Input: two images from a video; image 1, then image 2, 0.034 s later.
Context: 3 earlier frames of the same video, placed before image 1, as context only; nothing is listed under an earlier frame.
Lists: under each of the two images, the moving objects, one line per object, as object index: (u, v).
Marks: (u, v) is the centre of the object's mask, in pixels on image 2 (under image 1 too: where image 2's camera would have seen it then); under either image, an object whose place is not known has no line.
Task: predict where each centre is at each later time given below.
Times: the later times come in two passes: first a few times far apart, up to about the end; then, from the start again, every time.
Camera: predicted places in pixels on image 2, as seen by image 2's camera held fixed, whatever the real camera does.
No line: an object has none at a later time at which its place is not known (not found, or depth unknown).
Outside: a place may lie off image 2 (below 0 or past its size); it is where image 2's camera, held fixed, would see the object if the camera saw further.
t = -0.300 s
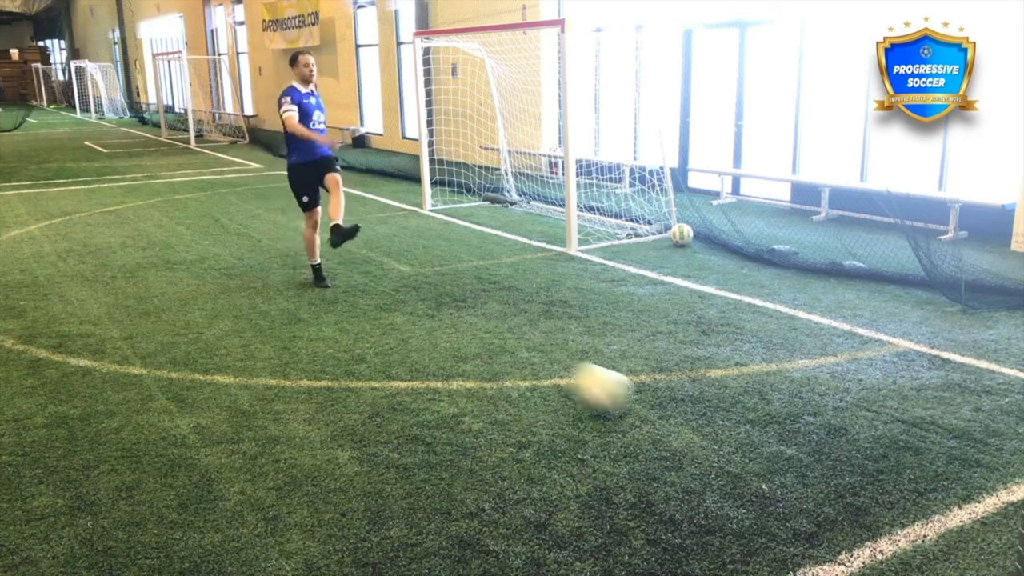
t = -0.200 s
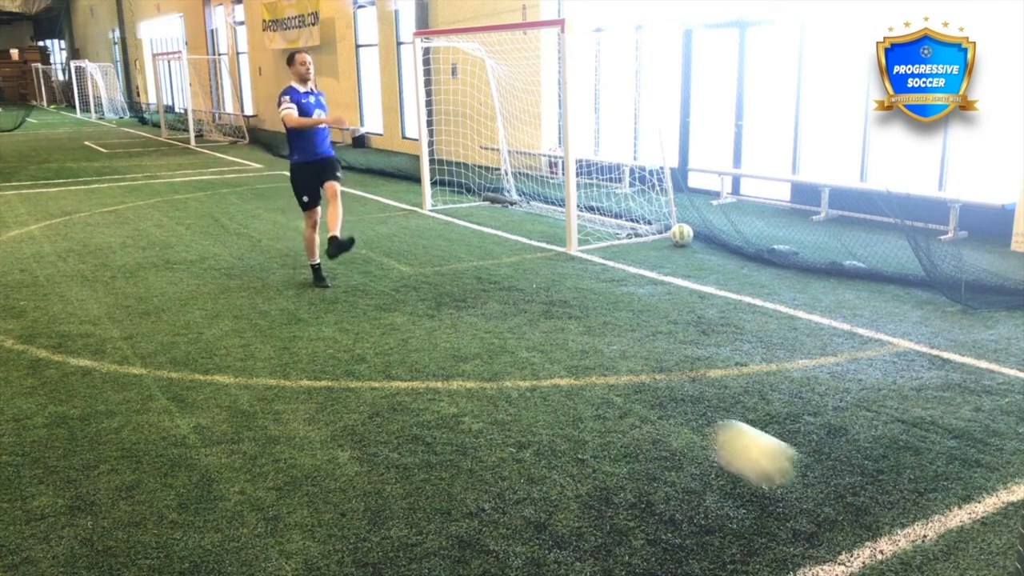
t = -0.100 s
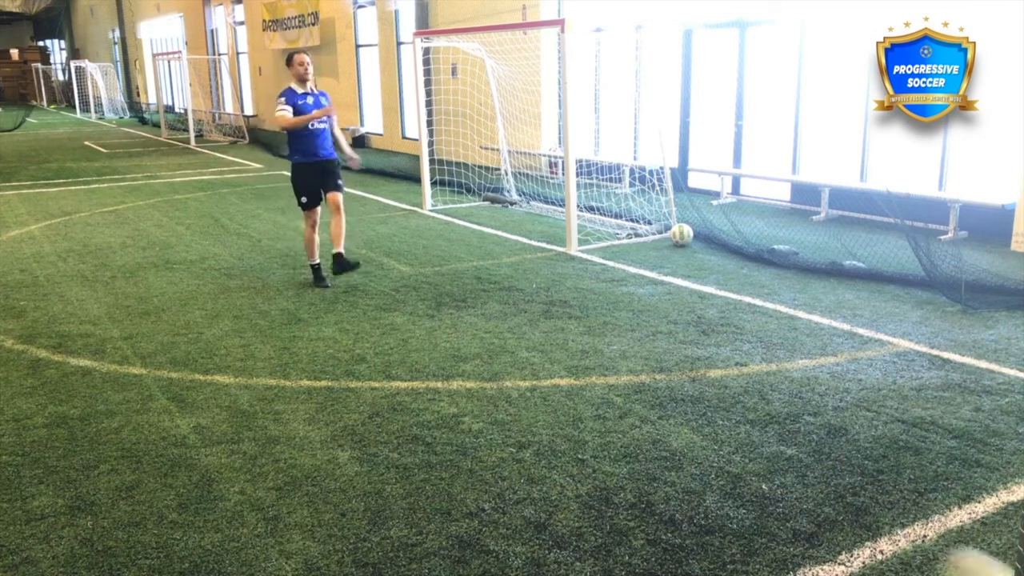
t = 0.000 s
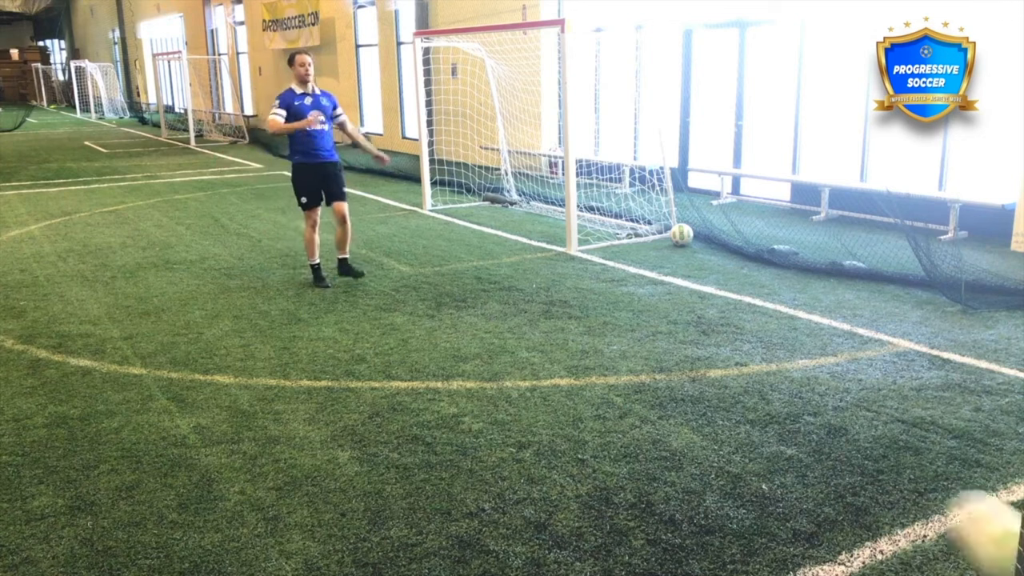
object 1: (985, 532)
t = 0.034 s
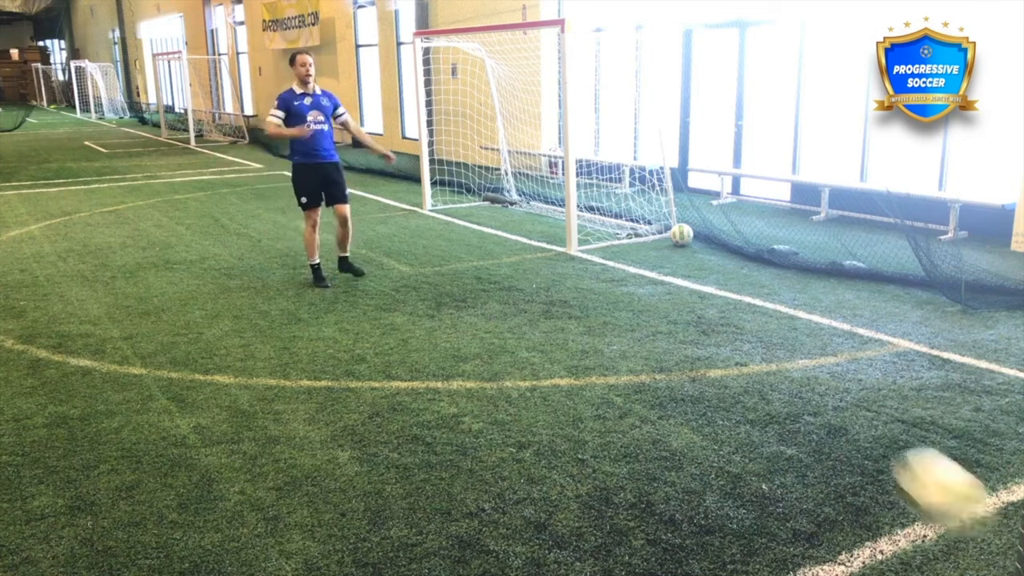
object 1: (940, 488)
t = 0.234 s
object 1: (696, 342)
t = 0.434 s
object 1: (554, 320)
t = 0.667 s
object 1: (483, 293)
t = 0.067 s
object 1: (891, 452)
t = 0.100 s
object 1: (846, 420)
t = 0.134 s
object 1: (804, 394)
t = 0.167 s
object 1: (763, 372)
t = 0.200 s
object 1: (728, 353)
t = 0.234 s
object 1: (696, 342)
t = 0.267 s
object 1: (667, 332)
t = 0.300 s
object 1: (640, 324)
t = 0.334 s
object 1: (616, 320)
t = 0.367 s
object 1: (595, 320)
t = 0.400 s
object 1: (573, 319)
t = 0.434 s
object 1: (554, 320)
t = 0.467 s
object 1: (536, 325)
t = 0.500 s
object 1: (520, 330)
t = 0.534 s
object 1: (505, 335)
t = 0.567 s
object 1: (499, 323)
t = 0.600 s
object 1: (493, 309)
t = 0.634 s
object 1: (487, 300)
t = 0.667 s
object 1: (483, 293)
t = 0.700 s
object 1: (477, 286)
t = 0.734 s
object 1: (472, 281)
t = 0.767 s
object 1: (468, 278)
